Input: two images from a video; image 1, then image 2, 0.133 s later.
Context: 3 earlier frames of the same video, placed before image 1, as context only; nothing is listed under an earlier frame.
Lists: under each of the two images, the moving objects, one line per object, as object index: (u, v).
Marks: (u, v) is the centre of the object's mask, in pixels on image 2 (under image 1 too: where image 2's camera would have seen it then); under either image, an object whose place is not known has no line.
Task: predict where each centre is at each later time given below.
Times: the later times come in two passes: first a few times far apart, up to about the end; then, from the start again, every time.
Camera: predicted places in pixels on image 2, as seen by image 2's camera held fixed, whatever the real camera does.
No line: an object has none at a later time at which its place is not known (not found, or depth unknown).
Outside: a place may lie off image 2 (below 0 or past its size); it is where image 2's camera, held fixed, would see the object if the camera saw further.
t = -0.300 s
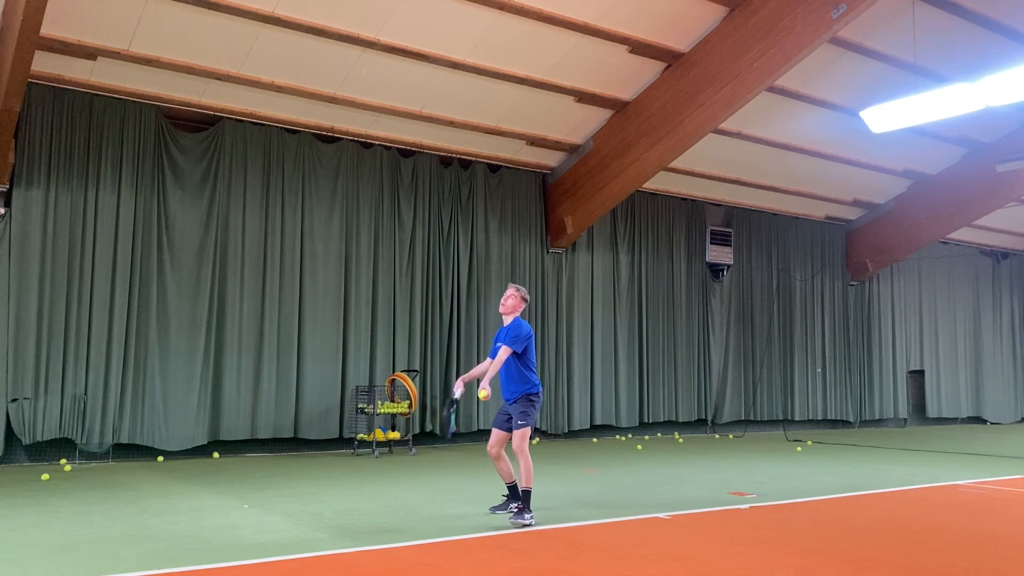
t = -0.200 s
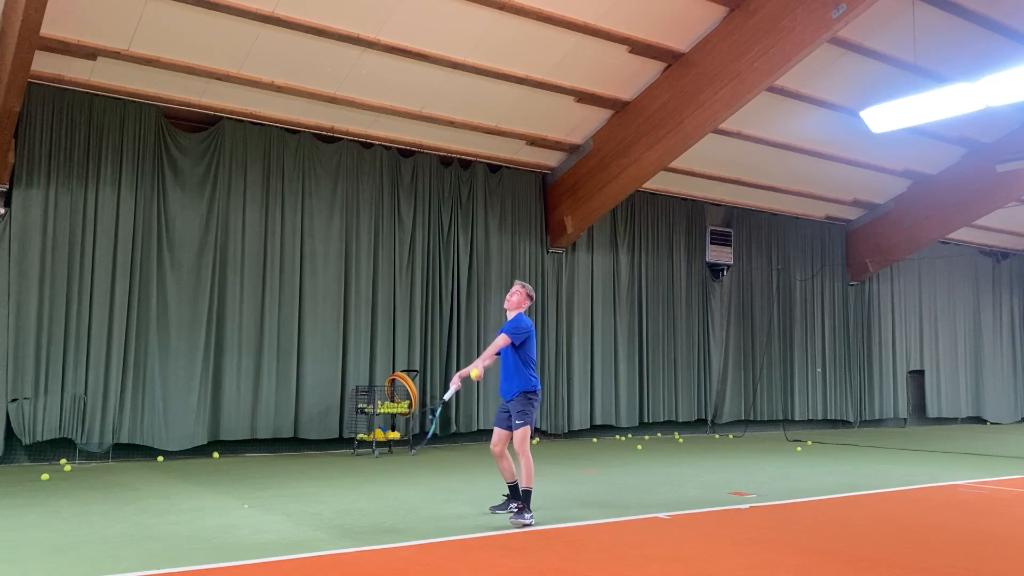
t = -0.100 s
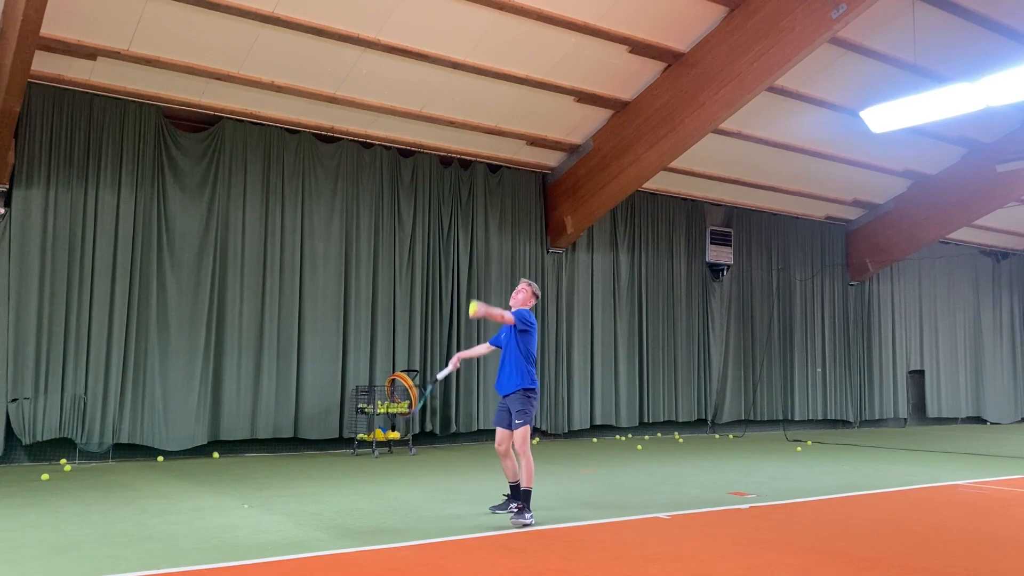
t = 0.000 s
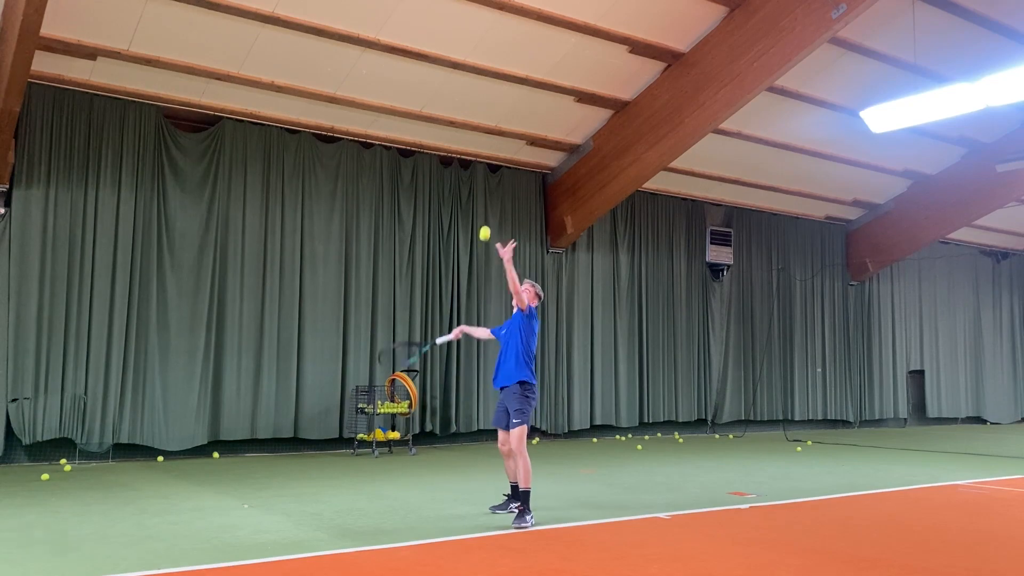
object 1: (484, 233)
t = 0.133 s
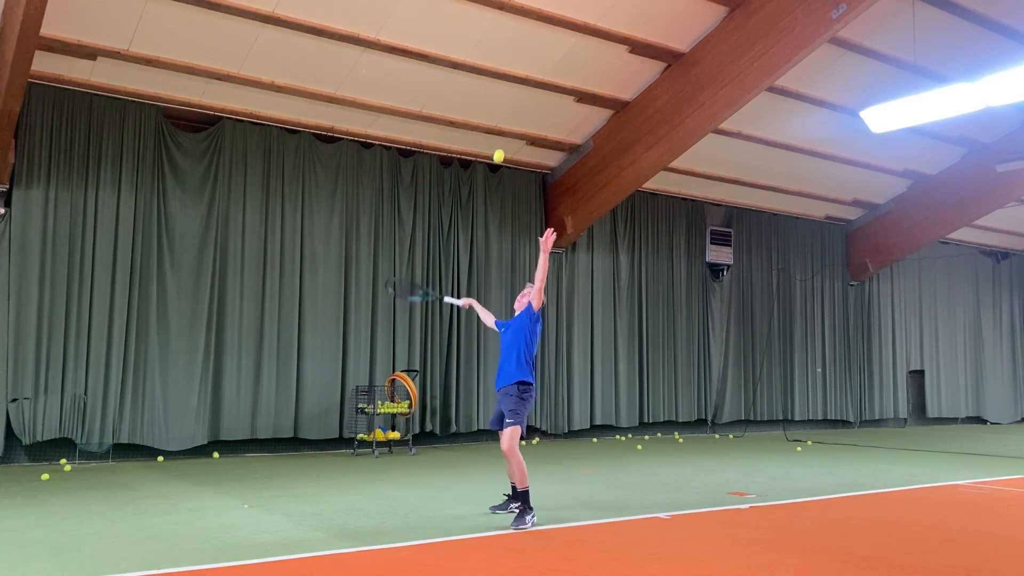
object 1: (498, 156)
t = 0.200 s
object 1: (505, 127)
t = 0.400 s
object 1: (525, 78)
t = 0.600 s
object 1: (545, 87)
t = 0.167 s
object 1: (502, 141)
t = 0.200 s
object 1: (505, 127)
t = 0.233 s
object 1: (508, 115)
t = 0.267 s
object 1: (512, 104)
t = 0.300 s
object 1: (515, 95)
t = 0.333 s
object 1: (518, 88)
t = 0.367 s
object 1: (522, 82)
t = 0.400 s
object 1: (525, 78)
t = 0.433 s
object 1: (528, 76)
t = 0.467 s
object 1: (531, 75)
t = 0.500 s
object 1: (535, 75)
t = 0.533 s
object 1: (538, 78)
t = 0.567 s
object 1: (542, 82)
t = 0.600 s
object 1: (545, 87)
